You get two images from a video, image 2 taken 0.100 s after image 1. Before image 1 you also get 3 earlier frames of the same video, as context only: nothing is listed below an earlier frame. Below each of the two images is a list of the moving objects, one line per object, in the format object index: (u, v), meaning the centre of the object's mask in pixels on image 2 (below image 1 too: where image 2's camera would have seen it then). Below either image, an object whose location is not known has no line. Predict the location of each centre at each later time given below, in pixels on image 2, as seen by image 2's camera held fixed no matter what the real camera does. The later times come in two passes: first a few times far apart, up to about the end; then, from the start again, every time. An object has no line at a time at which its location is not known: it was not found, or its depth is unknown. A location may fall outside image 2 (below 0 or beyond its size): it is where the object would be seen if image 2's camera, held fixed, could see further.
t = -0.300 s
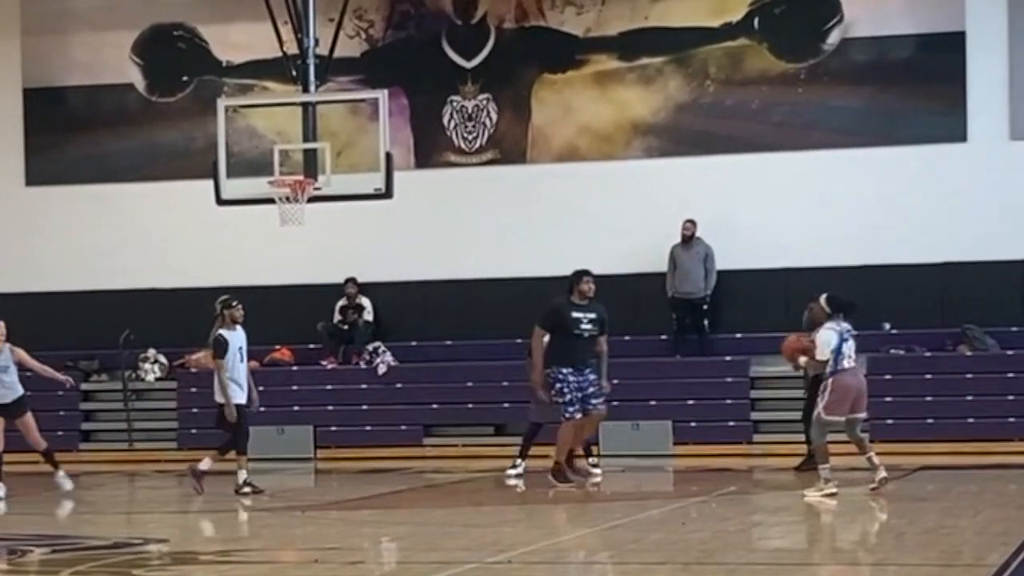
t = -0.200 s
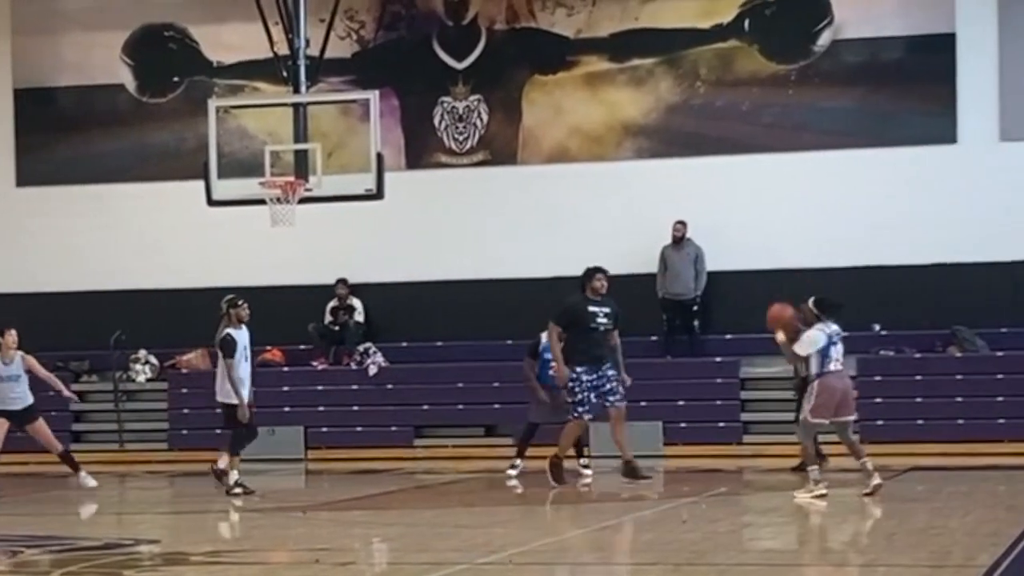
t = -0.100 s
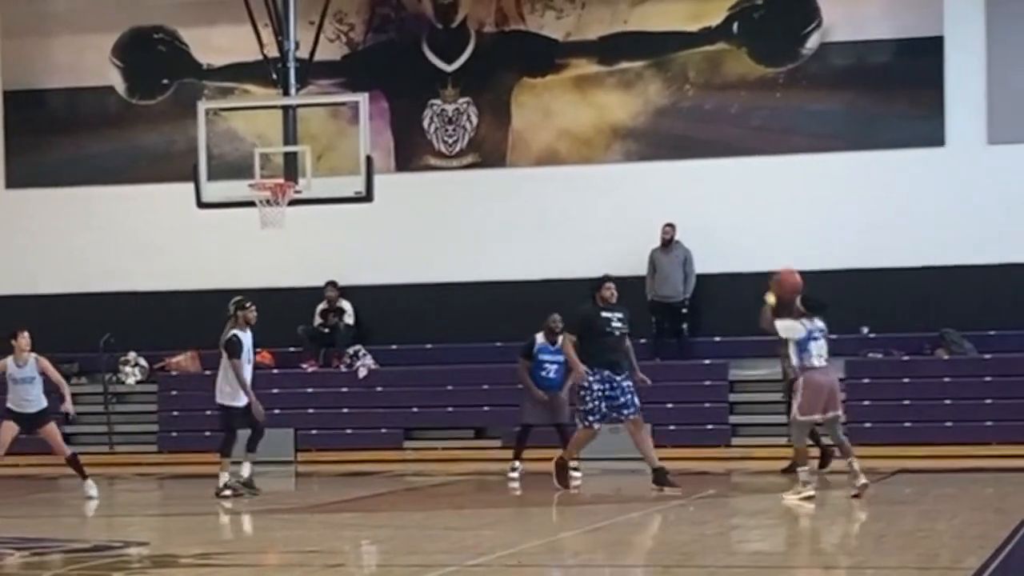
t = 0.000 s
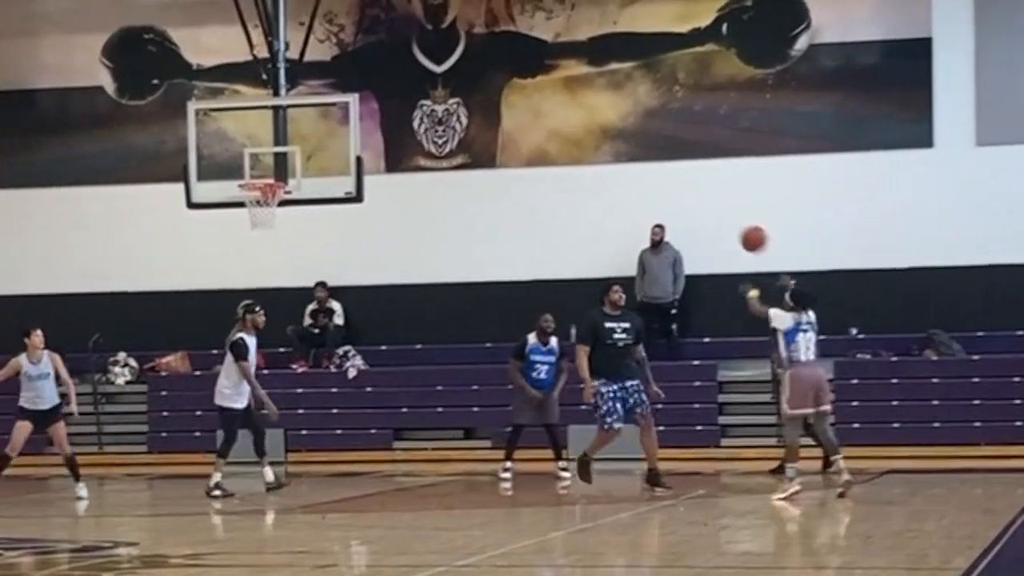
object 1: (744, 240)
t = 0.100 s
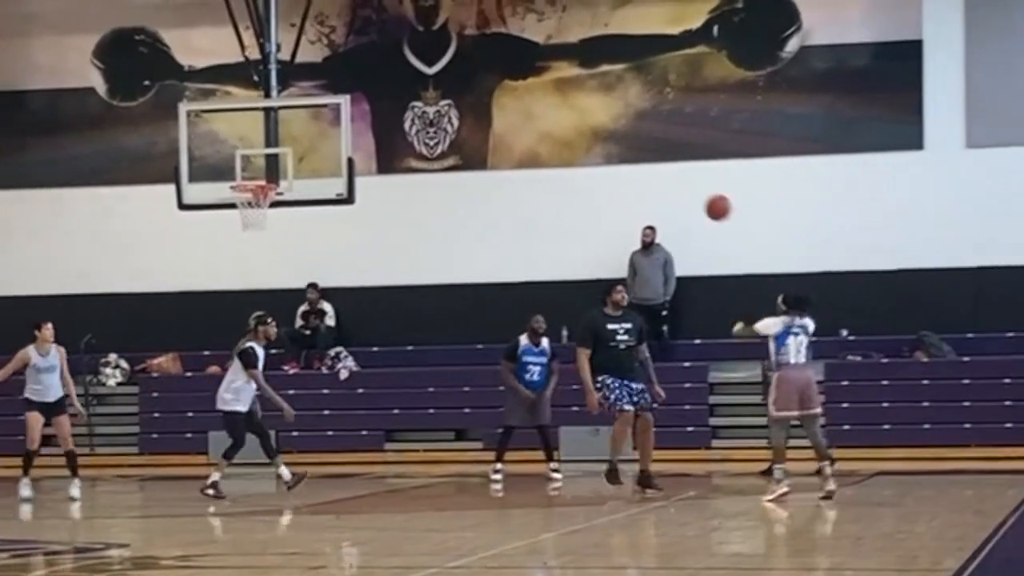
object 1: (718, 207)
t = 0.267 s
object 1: (677, 179)
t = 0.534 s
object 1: (621, 196)
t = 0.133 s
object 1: (709, 199)
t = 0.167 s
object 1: (701, 192)
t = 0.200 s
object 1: (693, 187)
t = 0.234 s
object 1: (685, 182)
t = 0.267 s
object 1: (677, 179)
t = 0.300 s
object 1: (670, 177)
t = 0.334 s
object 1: (662, 177)
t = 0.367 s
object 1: (655, 177)
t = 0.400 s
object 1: (648, 179)
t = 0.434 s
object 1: (641, 181)
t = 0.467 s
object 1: (634, 185)
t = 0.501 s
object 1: (628, 190)
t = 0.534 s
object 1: (621, 196)
